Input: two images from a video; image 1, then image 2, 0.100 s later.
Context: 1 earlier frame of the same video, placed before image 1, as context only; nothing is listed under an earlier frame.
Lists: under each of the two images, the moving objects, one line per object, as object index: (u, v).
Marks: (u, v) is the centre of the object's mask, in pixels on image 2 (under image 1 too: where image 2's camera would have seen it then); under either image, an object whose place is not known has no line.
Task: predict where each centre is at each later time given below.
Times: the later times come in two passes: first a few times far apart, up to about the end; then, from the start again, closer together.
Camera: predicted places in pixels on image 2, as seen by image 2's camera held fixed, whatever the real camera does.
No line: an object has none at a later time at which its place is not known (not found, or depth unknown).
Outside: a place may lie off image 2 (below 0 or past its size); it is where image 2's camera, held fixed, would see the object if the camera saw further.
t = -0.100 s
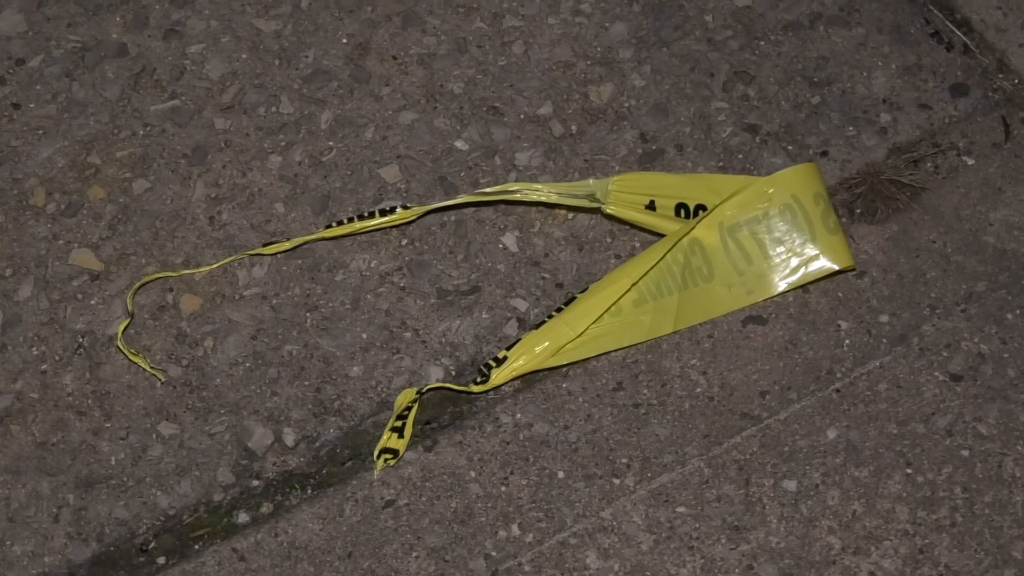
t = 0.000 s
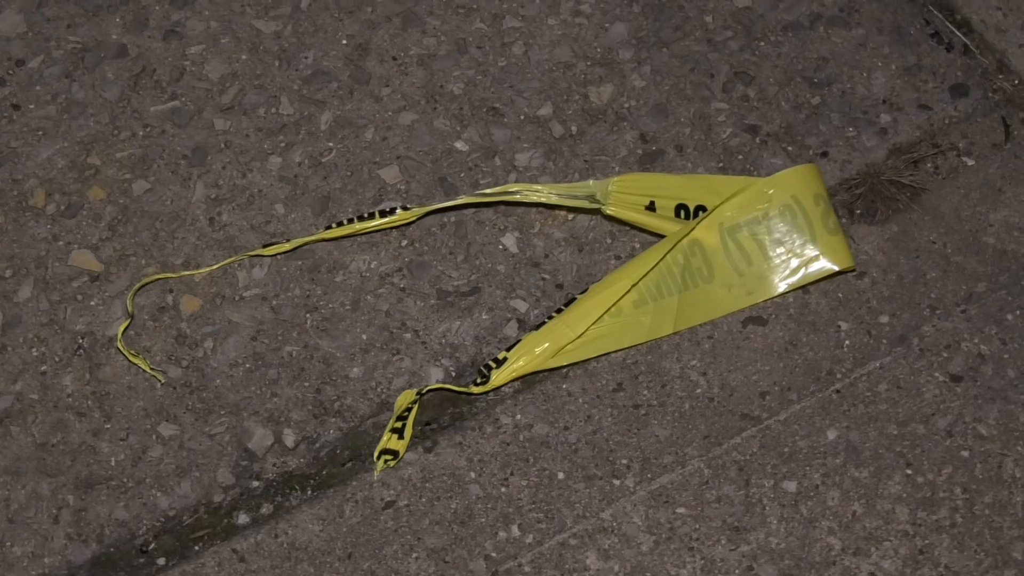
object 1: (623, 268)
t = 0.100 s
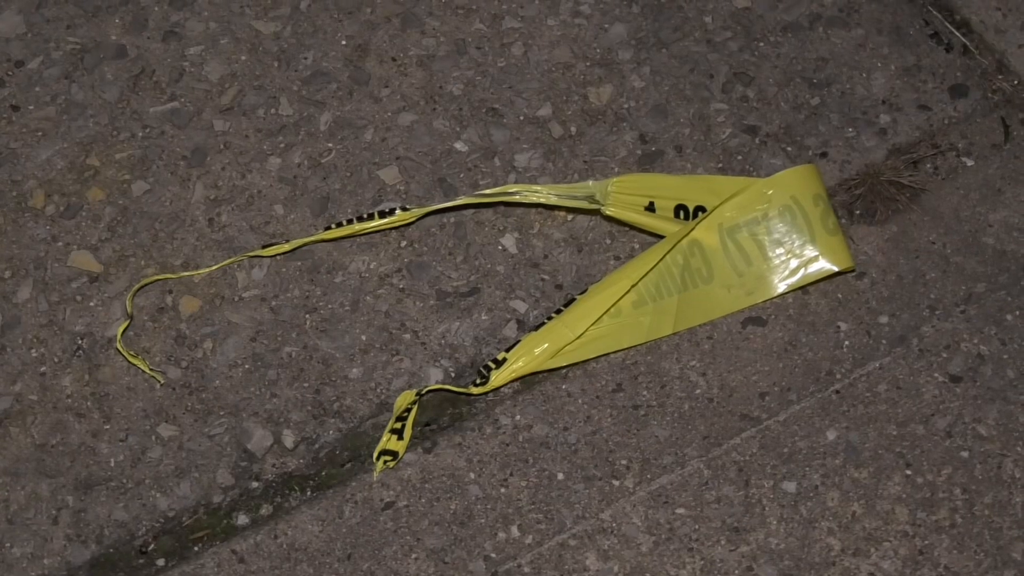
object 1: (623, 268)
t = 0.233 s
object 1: (623, 268)
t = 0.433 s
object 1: (623, 268)
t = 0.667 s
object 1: (623, 268)
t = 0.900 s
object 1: (623, 268)
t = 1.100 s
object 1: (624, 268)
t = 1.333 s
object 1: (624, 268)
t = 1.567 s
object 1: (623, 268)
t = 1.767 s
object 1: (624, 268)
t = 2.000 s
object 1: (624, 268)
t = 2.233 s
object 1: (624, 269)
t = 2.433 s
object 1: (623, 268)
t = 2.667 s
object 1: (623, 268)
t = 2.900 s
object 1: (623, 268)
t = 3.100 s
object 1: (624, 268)
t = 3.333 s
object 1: (624, 268)
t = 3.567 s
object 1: (623, 268)
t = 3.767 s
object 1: (623, 268)
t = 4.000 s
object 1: (623, 268)
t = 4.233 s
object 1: (623, 269)
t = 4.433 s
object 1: (623, 268)
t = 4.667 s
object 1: (623, 268)
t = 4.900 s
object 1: (623, 269)
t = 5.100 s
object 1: (624, 268)
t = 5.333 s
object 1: (624, 268)
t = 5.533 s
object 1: (623, 268)
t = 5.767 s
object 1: (623, 268)
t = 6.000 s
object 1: (623, 268)
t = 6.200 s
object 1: (624, 268)
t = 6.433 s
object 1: (623, 268)
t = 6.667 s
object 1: (623, 268)
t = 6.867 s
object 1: (623, 268)
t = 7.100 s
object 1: (607, 277)
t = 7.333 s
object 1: (609, 276)
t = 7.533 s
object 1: (608, 276)
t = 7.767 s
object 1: (609, 276)
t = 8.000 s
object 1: (607, 277)
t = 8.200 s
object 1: (609, 277)
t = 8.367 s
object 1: (612, 303)
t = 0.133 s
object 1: (623, 268)
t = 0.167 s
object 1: (623, 268)
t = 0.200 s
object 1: (623, 268)
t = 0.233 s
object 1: (623, 268)
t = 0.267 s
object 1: (623, 268)
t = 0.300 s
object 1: (623, 268)
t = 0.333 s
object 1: (623, 268)
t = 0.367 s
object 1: (623, 268)
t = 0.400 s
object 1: (623, 268)
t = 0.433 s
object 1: (623, 268)
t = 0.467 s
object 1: (623, 268)
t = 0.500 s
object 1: (623, 268)
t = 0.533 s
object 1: (623, 268)
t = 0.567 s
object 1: (623, 268)
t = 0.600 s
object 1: (623, 268)
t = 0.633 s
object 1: (623, 268)
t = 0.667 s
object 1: (623, 268)
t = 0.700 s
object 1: (623, 268)
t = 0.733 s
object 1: (623, 268)
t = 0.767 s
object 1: (623, 268)
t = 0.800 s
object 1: (624, 268)
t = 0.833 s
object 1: (623, 268)
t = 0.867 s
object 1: (623, 268)
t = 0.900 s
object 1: (623, 268)
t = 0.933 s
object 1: (624, 268)
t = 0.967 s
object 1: (624, 268)
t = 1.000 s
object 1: (624, 268)
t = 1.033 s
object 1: (624, 268)
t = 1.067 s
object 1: (624, 268)
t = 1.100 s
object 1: (624, 268)
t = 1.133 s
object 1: (624, 268)
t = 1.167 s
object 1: (624, 268)
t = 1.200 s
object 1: (624, 268)
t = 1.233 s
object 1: (624, 268)
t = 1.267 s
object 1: (624, 268)
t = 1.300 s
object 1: (624, 268)
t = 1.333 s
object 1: (624, 268)
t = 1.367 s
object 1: (624, 268)
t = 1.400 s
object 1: (623, 268)
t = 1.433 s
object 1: (623, 268)
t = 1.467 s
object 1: (624, 268)
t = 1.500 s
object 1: (623, 268)
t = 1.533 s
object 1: (624, 268)
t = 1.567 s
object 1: (623, 268)
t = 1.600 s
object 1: (623, 268)
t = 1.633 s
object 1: (623, 268)
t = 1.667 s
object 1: (623, 268)
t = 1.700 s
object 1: (623, 268)
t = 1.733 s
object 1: (623, 268)
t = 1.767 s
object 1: (624, 268)
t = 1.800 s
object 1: (624, 268)
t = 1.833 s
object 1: (623, 268)
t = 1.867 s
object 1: (624, 268)
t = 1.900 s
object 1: (624, 268)
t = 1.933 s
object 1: (624, 268)
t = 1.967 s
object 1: (624, 268)
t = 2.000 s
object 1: (624, 268)
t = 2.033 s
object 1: (624, 268)
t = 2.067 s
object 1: (624, 268)
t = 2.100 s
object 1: (624, 268)
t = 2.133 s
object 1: (624, 268)
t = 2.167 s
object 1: (624, 268)
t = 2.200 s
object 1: (624, 268)
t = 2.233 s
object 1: (624, 269)
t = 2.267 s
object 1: (624, 268)
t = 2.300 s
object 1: (624, 268)
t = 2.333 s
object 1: (623, 268)
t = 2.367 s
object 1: (623, 268)
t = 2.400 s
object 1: (624, 268)
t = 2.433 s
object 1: (623, 268)
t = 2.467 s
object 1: (623, 268)
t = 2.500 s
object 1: (623, 268)
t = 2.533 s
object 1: (623, 268)
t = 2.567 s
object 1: (623, 268)
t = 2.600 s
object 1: (623, 268)
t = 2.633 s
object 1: (623, 268)
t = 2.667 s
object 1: (623, 268)
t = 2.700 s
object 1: (623, 268)
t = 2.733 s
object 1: (623, 268)
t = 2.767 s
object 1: (623, 268)
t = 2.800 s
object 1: (623, 268)
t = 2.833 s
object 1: (623, 268)
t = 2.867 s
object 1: (623, 268)
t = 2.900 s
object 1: (623, 268)
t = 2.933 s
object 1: (623, 268)
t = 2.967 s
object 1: (623, 268)
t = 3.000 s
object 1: (623, 268)
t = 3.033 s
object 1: (624, 268)
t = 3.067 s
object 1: (624, 268)
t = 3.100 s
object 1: (624, 268)
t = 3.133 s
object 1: (624, 268)
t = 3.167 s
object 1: (624, 268)
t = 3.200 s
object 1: (624, 268)
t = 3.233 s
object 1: (623, 268)
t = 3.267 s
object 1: (624, 268)
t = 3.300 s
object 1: (624, 268)
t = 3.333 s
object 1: (624, 268)
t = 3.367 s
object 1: (624, 268)
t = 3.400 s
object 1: (624, 268)
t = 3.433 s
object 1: (624, 268)
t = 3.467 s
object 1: (624, 268)
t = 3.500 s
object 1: (624, 268)
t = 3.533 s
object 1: (623, 268)
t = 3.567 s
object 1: (623, 268)
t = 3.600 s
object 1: (623, 268)
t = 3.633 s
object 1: (623, 268)
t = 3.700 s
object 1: (623, 268)
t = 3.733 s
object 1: (623, 268)
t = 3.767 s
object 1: (623, 268)
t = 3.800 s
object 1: (623, 268)
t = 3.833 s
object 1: (623, 268)
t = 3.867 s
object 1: (623, 268)
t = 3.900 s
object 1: (623, 268)
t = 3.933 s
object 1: (623, 268)
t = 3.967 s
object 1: (623, 268)
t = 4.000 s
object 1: (623, 268)
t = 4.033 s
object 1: (623, 268)
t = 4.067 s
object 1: (623, 268)
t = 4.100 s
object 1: (623, 268)
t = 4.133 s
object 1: (623, 268)
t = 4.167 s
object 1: (623, 268)
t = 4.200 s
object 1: (623, 268)
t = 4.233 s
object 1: (623, 269)
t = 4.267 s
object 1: (623, 269)
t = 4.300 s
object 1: (623, 269)
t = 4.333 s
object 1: (623, 268)
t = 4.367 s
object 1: (623, 269)
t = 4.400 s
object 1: (623, 268)
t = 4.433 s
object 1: (623, 268)
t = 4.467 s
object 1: (623, 268)
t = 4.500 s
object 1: (623, 268)
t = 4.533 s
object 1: (623, 268)
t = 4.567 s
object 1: (623, 268)
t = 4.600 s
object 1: (623, 268)
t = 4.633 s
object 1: (623, 268)
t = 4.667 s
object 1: (623, 268)
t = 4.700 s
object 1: (623, 268)
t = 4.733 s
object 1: (623, 268)
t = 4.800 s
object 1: (623, 268)
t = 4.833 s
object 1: (623, 268)
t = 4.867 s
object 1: (623, 268)
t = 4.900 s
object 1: (623, 269)
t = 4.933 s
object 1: (624, 268)
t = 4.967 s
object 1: (624, 268)
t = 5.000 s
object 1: (624, 268)
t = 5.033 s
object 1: (624, 268)
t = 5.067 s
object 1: (624, 268)
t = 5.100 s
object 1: (624, 268)
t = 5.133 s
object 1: (623, 268)
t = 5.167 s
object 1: (624, 268)
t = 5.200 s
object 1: (624, 268)
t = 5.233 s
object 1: (624, 268)
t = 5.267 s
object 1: (623, 268)
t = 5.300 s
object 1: (623, 268)
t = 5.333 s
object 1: (624, 268)
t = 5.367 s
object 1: (624, 268)
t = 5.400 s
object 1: (624, 268)
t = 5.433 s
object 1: (624, 268)
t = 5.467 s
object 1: (624, 268)
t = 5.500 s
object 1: (624, 268)
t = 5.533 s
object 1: (623, 268)
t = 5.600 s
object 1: (623, 268)
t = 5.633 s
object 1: (623, 268)
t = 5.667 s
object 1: (623, 268)
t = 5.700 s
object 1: (623, 268)
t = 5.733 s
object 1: (623, 268)
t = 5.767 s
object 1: (623, 268)
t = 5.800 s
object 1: (623, 268)
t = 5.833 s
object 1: (623, 268)
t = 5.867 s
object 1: (623, 268)
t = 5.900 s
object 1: (623, 268)
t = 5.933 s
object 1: (623, 268)
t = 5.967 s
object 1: (624, 268)
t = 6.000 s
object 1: (623, 268)
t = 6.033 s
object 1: (624, 268)
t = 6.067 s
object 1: (623, 268)
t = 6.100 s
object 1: (623, 268)
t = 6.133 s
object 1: (624, 268)
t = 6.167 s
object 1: (624, 268)
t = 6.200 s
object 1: (624, 268)
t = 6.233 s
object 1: (623, 268)
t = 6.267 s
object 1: (623, 268)
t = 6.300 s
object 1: (623, 268)
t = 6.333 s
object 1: (624, 268)
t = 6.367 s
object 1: (623, 268)
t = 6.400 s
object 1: (623, 268)
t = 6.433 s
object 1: (623, 268)
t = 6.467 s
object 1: (623, 268)
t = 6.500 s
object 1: (623, 268)
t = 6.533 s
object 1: (623, 268)
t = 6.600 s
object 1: (623, 268)
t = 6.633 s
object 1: (623, 268)
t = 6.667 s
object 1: (623, 268)
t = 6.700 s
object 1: (623, 268)
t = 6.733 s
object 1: (623, 268)
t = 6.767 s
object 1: (623, 268)
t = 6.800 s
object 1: (623, 268)
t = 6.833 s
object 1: (623, 268)
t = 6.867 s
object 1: (623, 268)
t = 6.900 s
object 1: (623, 268)
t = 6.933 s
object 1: (621, 267)
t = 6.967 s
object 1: (618, 269)
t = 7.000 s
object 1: (612, 273)
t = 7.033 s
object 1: (604, 279)
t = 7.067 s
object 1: (606, 277)
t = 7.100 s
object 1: (607, 277)
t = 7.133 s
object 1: (606, 278)
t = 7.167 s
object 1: (607, 277)
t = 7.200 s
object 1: (607, 277)
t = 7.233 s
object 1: (608, 276)
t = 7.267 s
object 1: (608, 277)
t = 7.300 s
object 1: (609, 276)
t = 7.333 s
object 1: (609, 276)
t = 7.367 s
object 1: (609, 276)
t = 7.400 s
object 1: (609, 276)
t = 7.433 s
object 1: (609, 276)
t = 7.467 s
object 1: (609, 276)
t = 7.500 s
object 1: (608, 276)
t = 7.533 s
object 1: (608, 276)
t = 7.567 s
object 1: (608, 277)
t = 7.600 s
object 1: (608, 277)
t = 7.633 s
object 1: (608, 277)
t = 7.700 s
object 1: (609, 276)
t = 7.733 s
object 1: (609, 276)
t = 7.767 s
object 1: (609, 276)
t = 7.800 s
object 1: (609, 276)
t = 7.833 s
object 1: (608, 277)
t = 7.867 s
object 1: (607, 277)
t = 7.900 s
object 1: (607, 277)
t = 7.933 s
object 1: (607, 277)
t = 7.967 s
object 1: (607, 277)
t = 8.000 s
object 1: (607, 277)
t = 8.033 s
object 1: (607, 278)
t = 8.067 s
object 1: (608, 277)
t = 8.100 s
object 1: (607, 277)
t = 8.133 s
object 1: (607, 276)
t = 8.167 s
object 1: (608, 276)
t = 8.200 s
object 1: (609, 277)
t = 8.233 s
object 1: (609, 279)
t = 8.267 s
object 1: (610, 280)
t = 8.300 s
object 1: (608, 285)
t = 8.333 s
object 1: (606, 296)
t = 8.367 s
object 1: (612, 303)
